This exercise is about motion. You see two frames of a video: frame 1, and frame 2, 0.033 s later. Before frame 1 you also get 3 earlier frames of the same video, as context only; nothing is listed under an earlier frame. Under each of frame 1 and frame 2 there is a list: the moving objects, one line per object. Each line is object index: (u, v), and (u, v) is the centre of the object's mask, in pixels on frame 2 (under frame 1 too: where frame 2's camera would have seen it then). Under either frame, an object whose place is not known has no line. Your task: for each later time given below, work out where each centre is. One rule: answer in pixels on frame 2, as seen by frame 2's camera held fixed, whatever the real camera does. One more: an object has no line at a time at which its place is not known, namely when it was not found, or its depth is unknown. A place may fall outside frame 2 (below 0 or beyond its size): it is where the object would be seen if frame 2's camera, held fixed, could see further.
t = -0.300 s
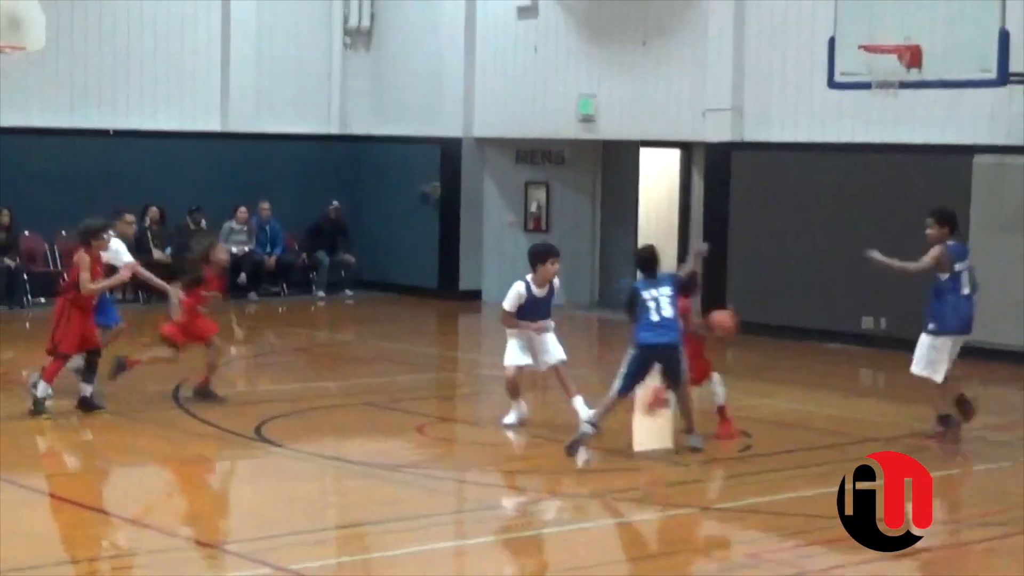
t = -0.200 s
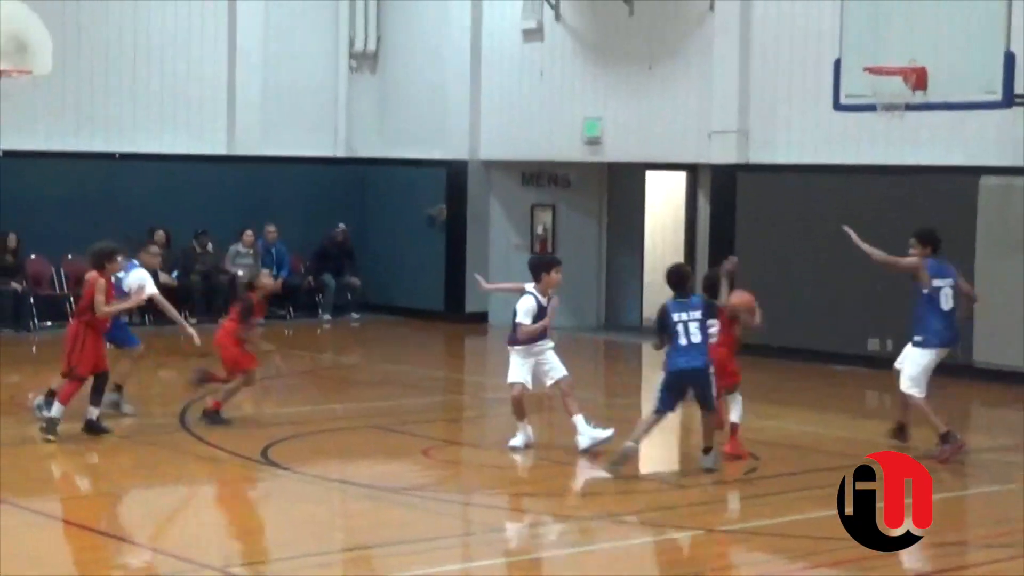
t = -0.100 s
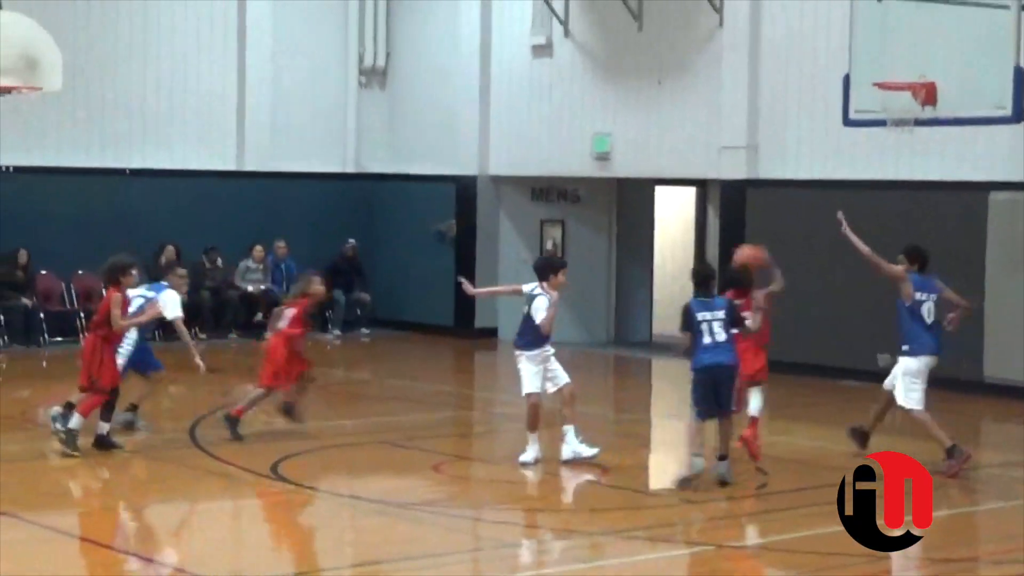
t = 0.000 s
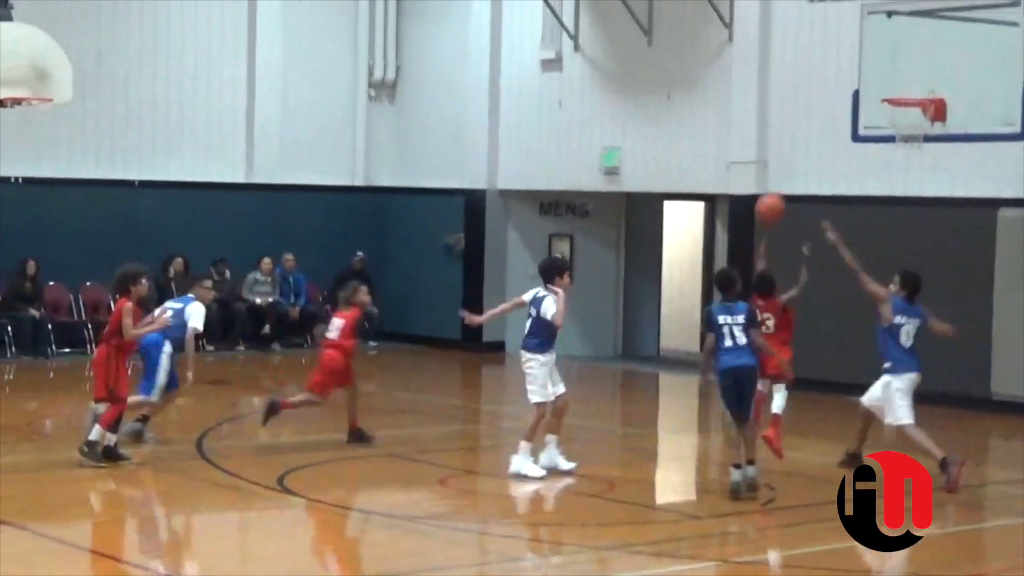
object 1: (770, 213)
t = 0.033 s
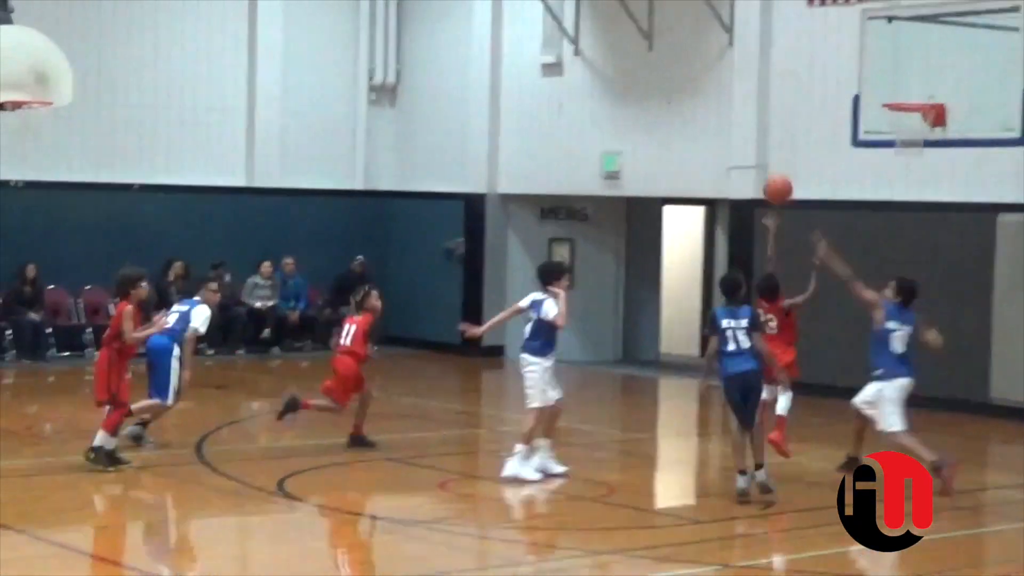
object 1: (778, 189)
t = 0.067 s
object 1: (784, 168)
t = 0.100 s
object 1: (791, 147)
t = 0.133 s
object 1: (798, 128)
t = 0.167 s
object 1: (806, 112)
